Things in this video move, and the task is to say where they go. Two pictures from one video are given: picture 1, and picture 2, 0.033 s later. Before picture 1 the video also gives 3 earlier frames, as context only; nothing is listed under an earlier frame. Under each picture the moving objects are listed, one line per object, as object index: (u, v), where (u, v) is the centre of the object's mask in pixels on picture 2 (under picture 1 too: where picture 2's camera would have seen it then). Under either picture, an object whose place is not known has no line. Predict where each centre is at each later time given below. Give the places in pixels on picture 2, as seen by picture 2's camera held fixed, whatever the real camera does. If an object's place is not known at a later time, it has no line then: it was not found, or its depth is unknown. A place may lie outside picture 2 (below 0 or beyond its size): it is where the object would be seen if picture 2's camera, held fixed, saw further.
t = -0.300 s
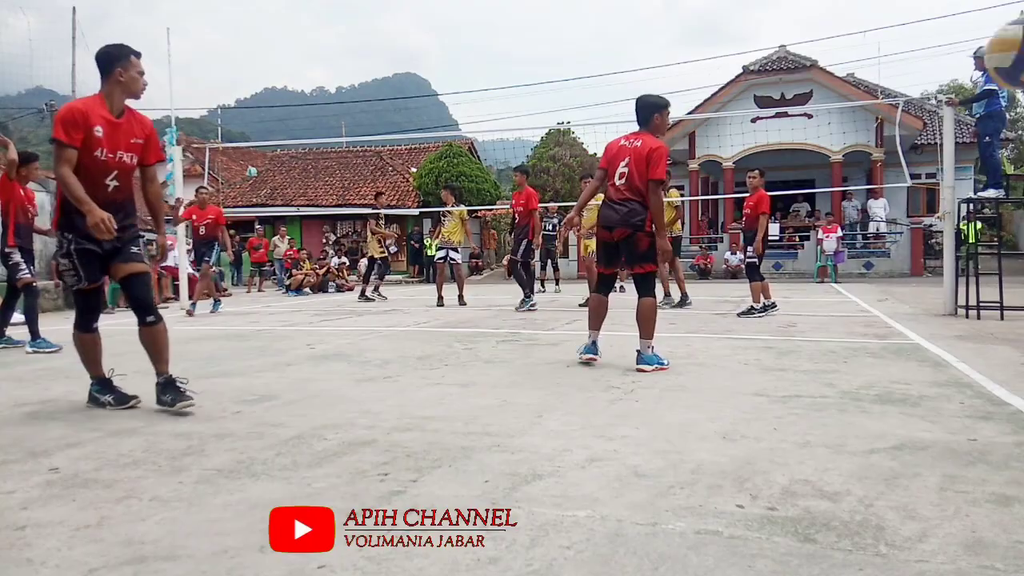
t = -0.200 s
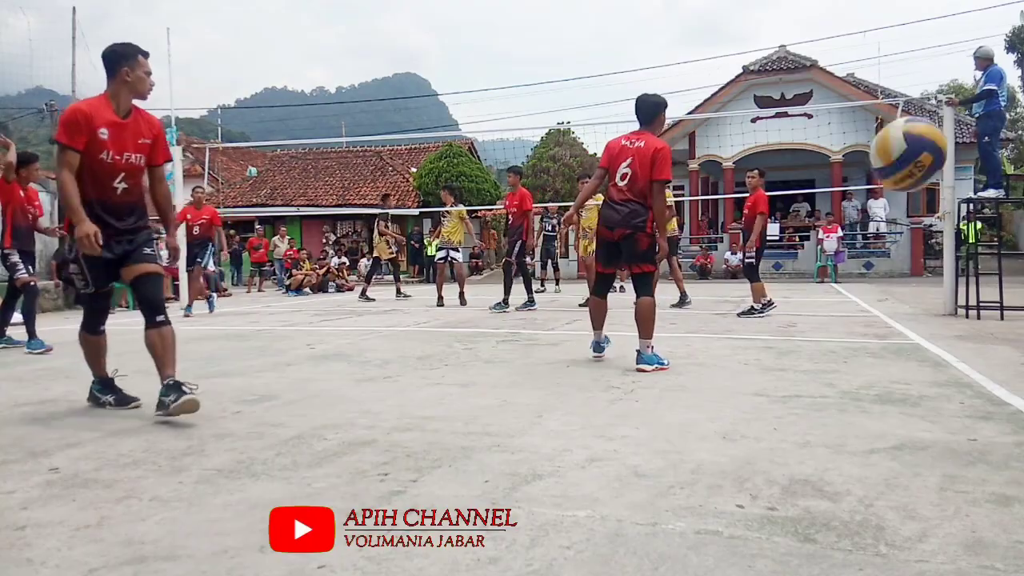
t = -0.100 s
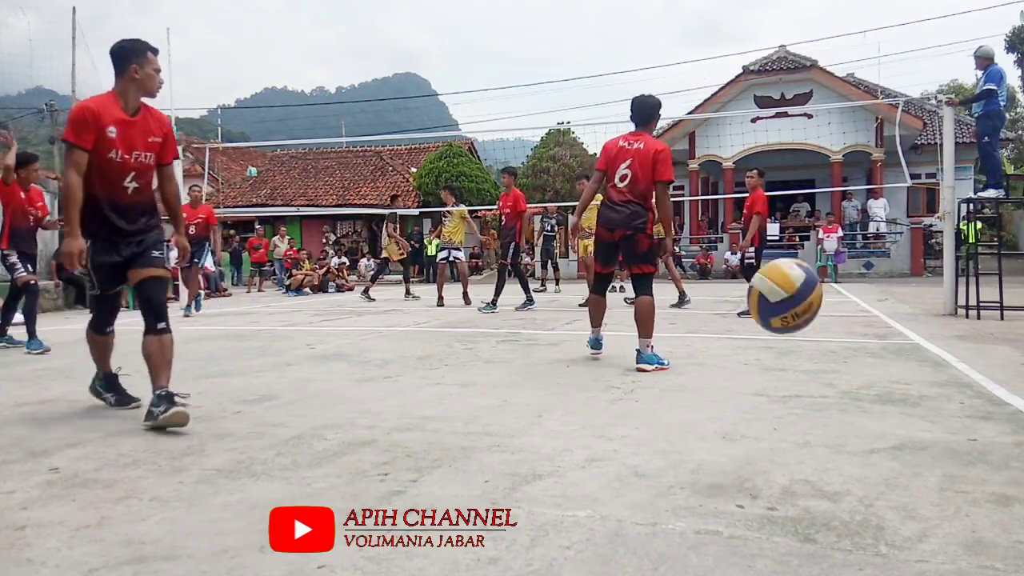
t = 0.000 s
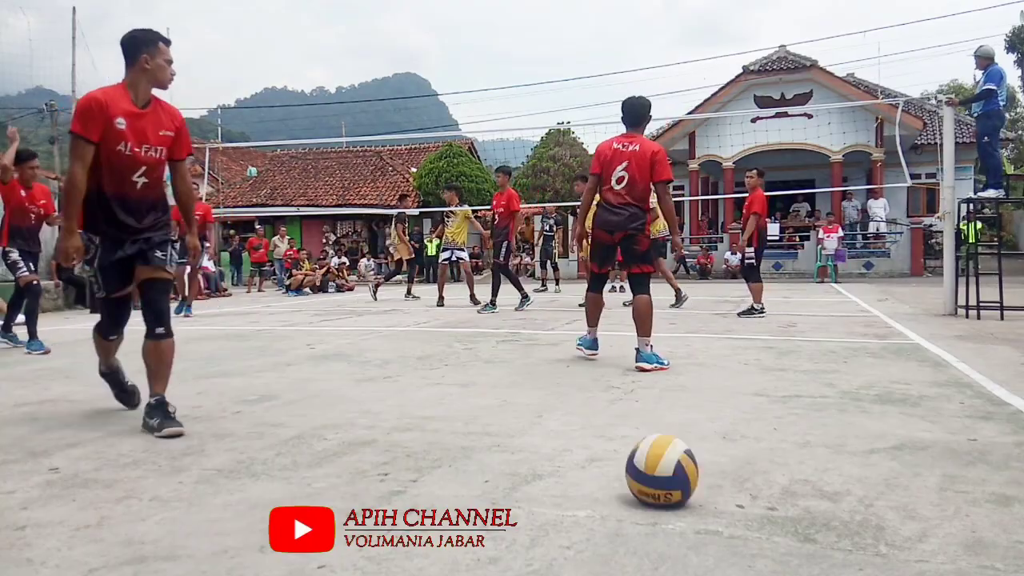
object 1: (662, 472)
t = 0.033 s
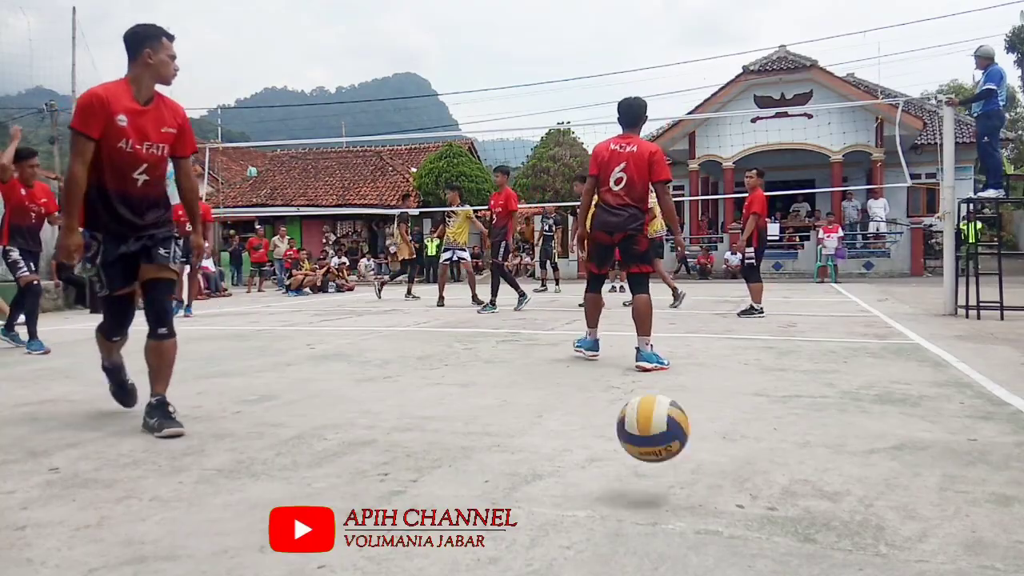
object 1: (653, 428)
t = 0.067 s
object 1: (644, 383)
